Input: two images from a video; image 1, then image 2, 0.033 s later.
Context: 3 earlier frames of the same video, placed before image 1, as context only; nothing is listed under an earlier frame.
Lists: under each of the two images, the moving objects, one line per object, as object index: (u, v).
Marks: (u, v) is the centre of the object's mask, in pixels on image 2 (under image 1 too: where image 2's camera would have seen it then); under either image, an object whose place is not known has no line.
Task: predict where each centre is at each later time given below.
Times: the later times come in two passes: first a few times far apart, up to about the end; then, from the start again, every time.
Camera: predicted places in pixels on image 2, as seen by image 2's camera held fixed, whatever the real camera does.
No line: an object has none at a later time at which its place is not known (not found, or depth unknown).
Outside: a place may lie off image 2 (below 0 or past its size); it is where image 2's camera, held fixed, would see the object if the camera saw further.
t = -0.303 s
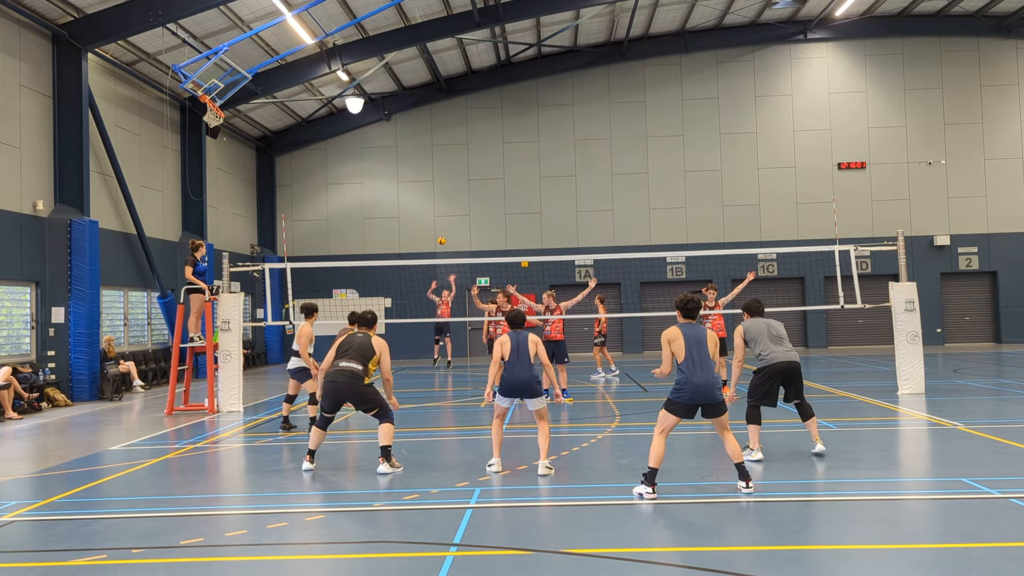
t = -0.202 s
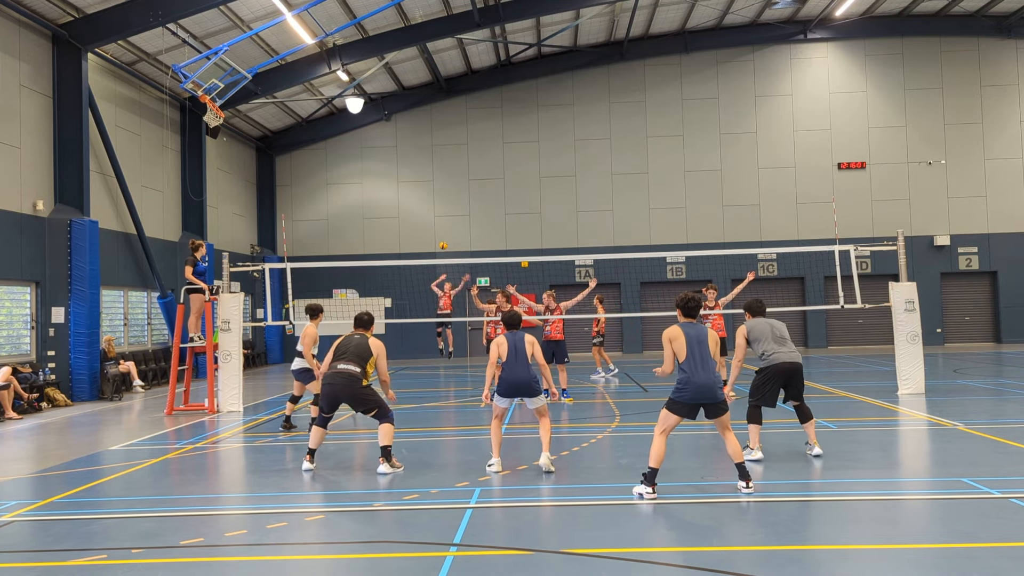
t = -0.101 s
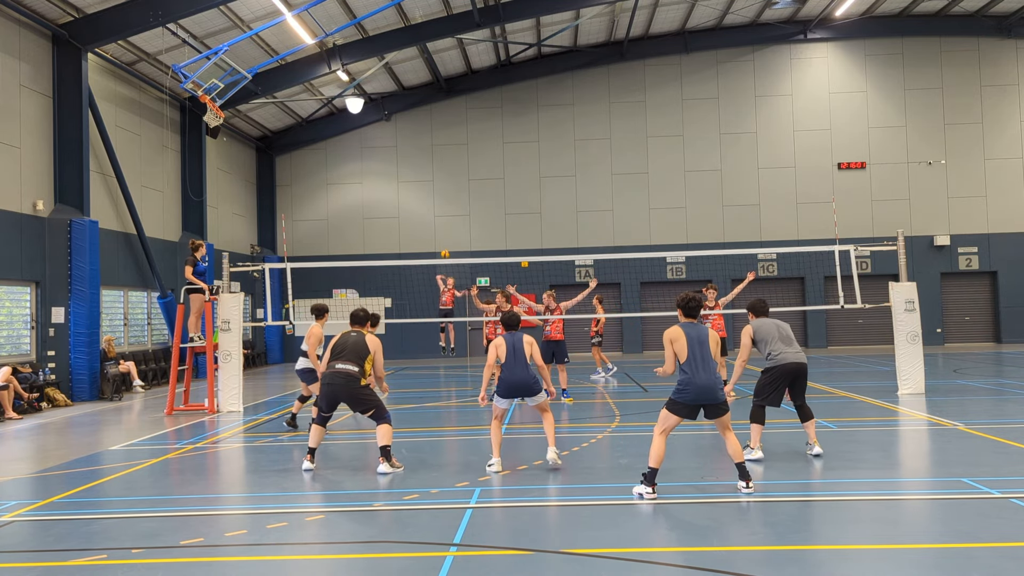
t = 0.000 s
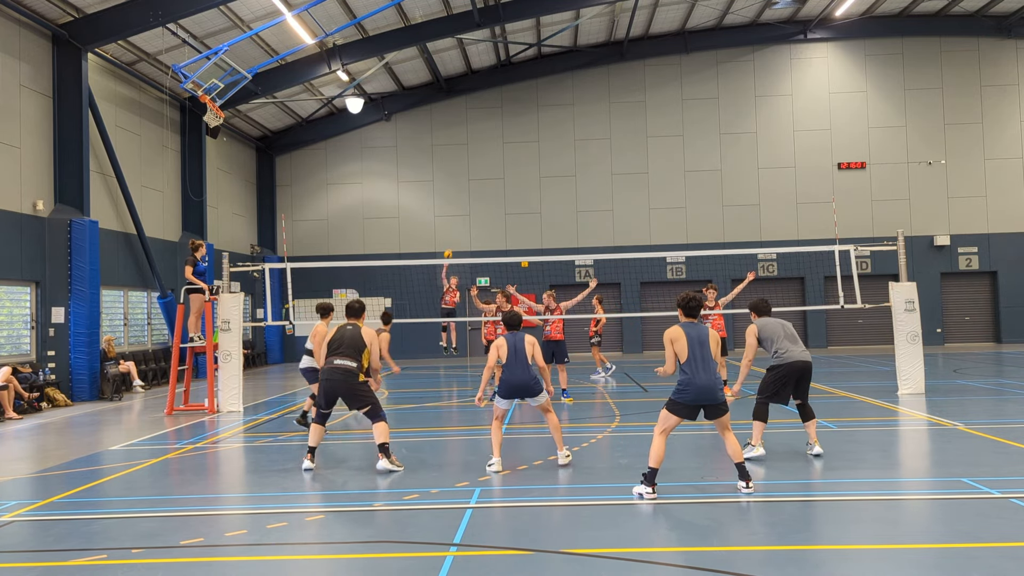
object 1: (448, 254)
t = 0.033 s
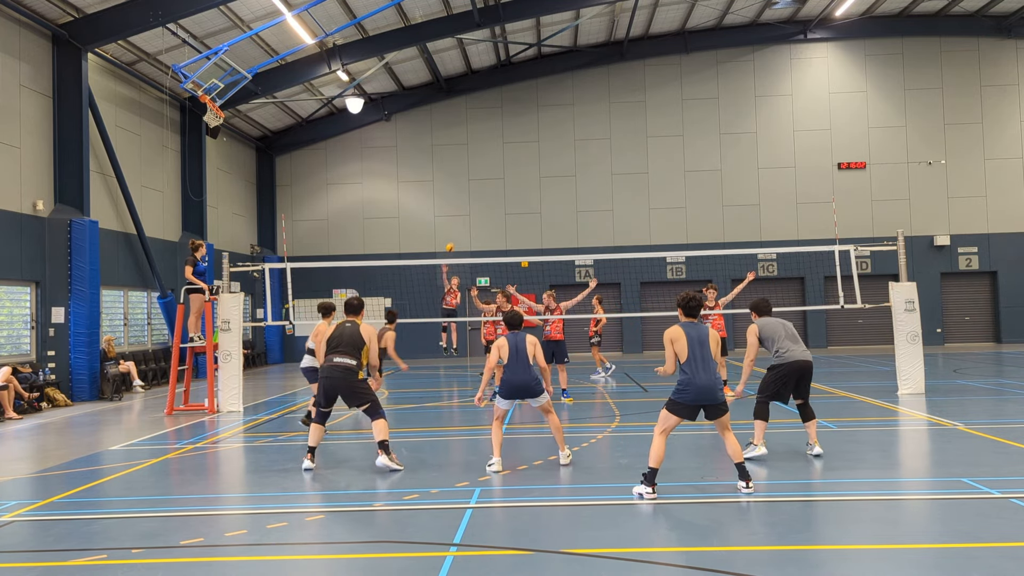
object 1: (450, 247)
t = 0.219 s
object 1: (462, 212)
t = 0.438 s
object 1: (480, 177)
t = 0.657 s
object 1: (504, 157)
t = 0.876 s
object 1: (542, 160)
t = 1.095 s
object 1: (599, 193)
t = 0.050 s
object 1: (451, 244)
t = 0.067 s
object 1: (452, 240)
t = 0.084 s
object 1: (453, 237)
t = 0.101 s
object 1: (454, 234)
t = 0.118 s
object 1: (455, 231)
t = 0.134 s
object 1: (456, 228)
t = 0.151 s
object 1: (457, 225)
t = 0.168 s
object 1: (458, 221)
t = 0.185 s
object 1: (460, 218)
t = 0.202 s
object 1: (461, 215)
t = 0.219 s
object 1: (462, 212)
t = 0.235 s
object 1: (463, 209)
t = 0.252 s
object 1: (464, 206)
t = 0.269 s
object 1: (465, 203)
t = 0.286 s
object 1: (466, 200)
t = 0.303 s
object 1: (468, 197)
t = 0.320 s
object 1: (469, 195)
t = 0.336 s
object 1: (470, 192)
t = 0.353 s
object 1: (472, 189)
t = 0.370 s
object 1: (473, 187)
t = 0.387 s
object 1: (475, 184)
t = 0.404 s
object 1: (476, 182)
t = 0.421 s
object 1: (478, 180)
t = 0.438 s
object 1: (480, 177)
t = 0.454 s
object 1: (481, 176)
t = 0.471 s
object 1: (483, 173)
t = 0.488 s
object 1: (485, 171)
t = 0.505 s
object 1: (486, 170)
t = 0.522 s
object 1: (488, 168)
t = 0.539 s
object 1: (490, 166)
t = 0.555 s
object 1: (492, 164)
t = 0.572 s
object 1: (494, 163)
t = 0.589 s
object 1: (496, 161)
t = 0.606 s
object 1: (497, 160)
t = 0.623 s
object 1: (500, 159)
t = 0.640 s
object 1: (502, 158)
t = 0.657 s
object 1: (504, 157)
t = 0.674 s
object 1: (507, 157)
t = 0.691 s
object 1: (509, 156)
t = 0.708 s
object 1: (511, 155)
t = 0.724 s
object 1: (514, 155)
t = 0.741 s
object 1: (517, 155)
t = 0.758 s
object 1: (520, 155)
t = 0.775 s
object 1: (523, 155)
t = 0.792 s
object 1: (526, 155)
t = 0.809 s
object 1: (529, 156)
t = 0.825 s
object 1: (532, 157)
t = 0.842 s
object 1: (535, 158)
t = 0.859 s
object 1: (539, 159)
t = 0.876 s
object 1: (542, 160)
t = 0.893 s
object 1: (546, 161)
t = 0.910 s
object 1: (550, 163)
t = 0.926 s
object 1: (554, 164)
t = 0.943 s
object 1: (557, 166)
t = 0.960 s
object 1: (561, 168)
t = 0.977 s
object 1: (565, 170)
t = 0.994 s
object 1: (570, 173)
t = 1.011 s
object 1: (574, 175)
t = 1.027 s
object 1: (579, 178)
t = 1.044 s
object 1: (584, 181)
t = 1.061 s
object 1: (589, 185)
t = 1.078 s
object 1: (594, 189)
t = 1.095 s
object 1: (599, 193)
